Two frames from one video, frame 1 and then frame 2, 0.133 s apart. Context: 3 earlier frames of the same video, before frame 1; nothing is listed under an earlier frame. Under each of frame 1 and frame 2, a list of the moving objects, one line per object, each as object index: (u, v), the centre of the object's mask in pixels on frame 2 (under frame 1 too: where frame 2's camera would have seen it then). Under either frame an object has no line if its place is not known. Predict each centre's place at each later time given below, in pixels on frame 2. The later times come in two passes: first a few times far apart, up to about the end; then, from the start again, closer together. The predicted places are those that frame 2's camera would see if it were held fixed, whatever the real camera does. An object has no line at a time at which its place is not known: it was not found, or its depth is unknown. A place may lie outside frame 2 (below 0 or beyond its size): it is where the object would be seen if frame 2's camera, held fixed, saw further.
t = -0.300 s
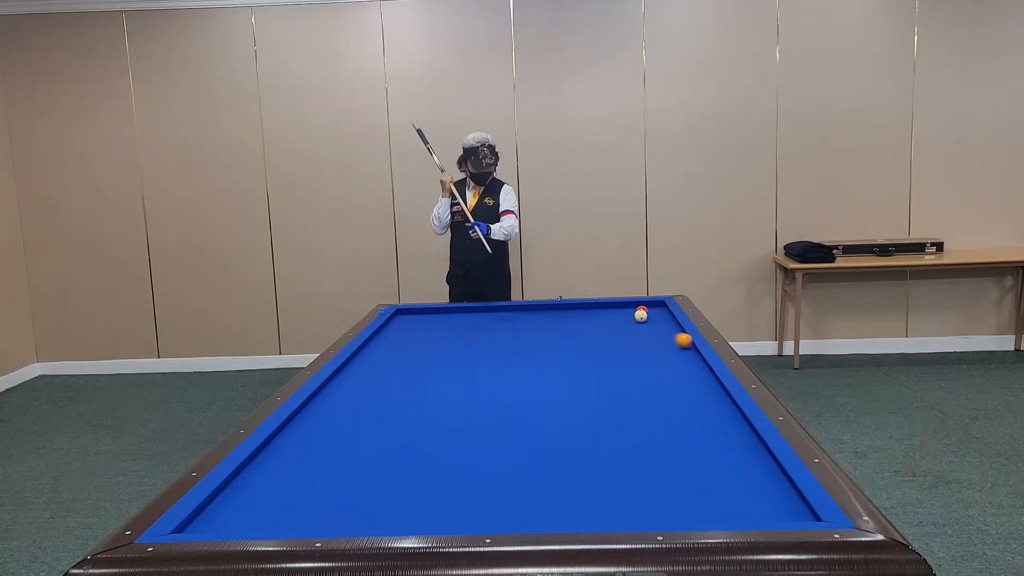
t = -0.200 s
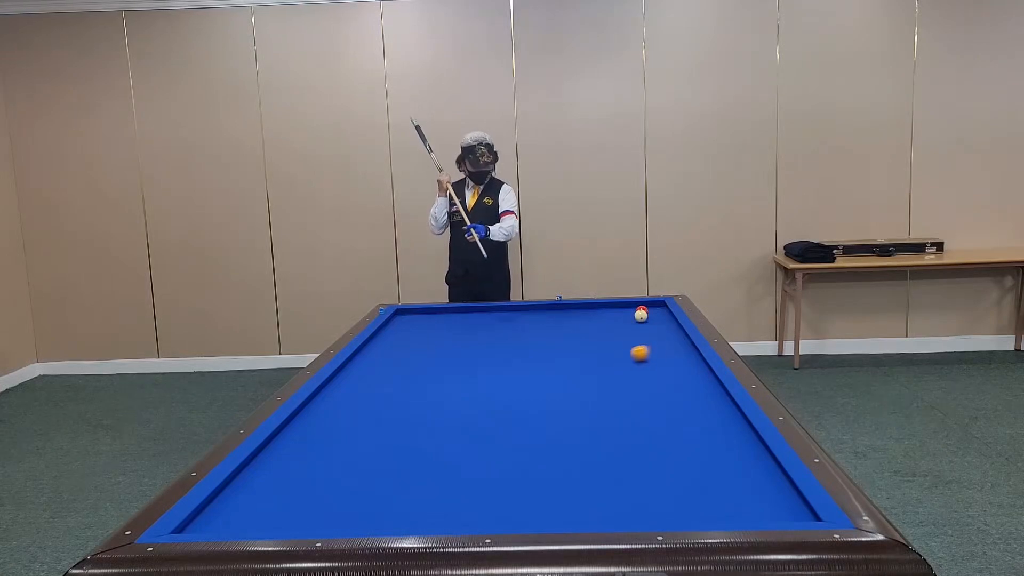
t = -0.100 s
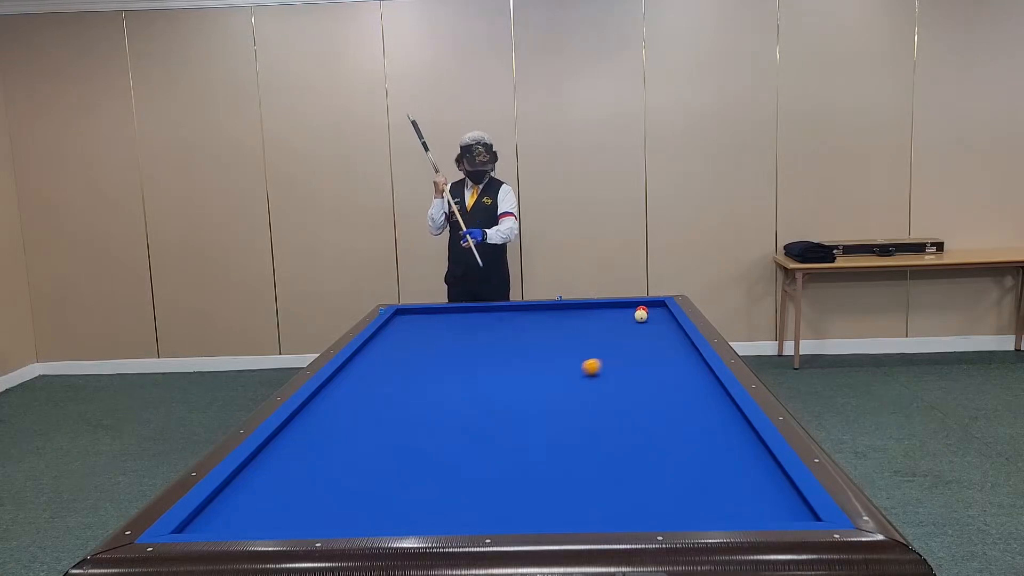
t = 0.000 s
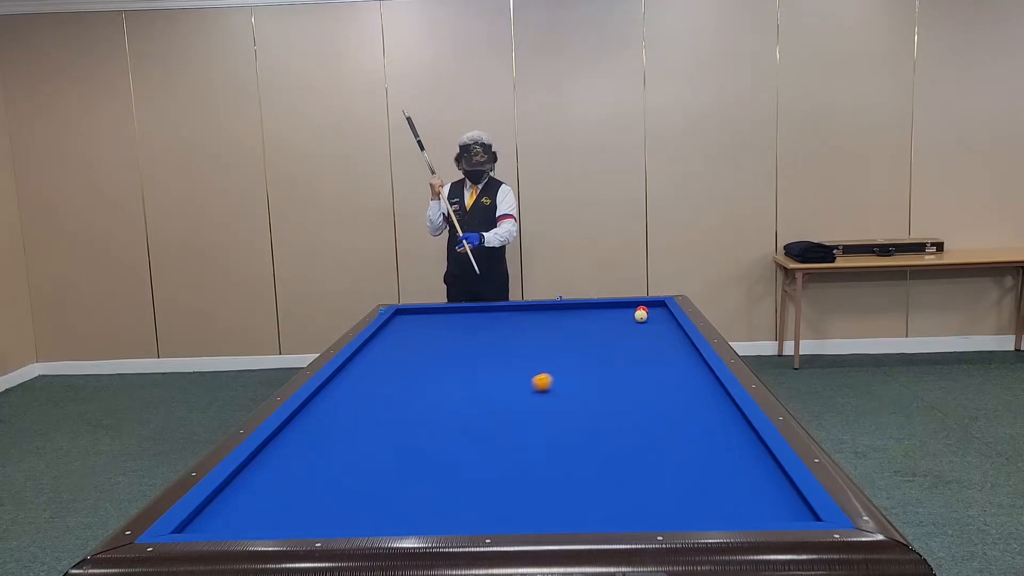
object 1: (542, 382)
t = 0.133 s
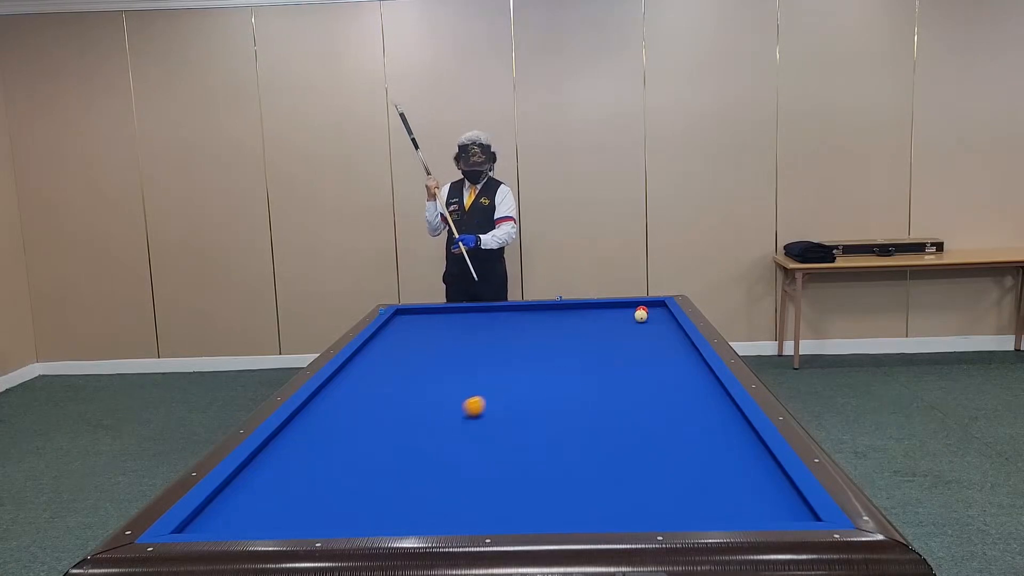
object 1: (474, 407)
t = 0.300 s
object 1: (384, 444)
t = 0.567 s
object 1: (195, 525)
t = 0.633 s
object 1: (216, 515)
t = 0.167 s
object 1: (456, 413)
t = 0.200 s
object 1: (439, 421)
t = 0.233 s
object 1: (421, 428)
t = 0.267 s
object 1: (403, 436)
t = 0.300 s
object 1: (384, 444)
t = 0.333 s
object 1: (365, 452)
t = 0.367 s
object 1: (344, 462)
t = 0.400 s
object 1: (323, 472)
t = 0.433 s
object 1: (300, 482)
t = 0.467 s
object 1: (276, 493)
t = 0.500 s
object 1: (250, 504)
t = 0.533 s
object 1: (223, 517)
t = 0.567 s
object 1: (195, 525)
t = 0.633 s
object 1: (216, 515)
